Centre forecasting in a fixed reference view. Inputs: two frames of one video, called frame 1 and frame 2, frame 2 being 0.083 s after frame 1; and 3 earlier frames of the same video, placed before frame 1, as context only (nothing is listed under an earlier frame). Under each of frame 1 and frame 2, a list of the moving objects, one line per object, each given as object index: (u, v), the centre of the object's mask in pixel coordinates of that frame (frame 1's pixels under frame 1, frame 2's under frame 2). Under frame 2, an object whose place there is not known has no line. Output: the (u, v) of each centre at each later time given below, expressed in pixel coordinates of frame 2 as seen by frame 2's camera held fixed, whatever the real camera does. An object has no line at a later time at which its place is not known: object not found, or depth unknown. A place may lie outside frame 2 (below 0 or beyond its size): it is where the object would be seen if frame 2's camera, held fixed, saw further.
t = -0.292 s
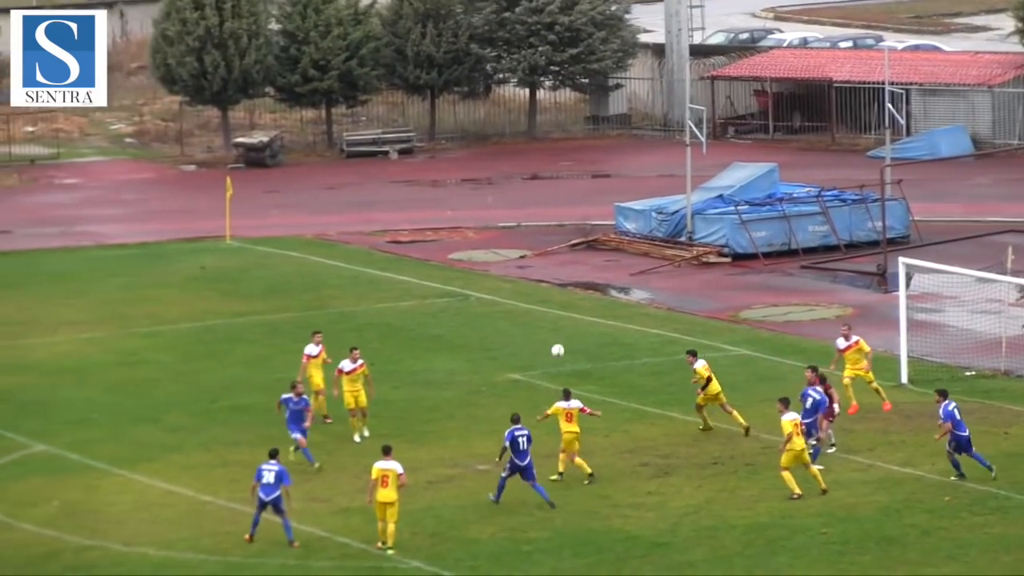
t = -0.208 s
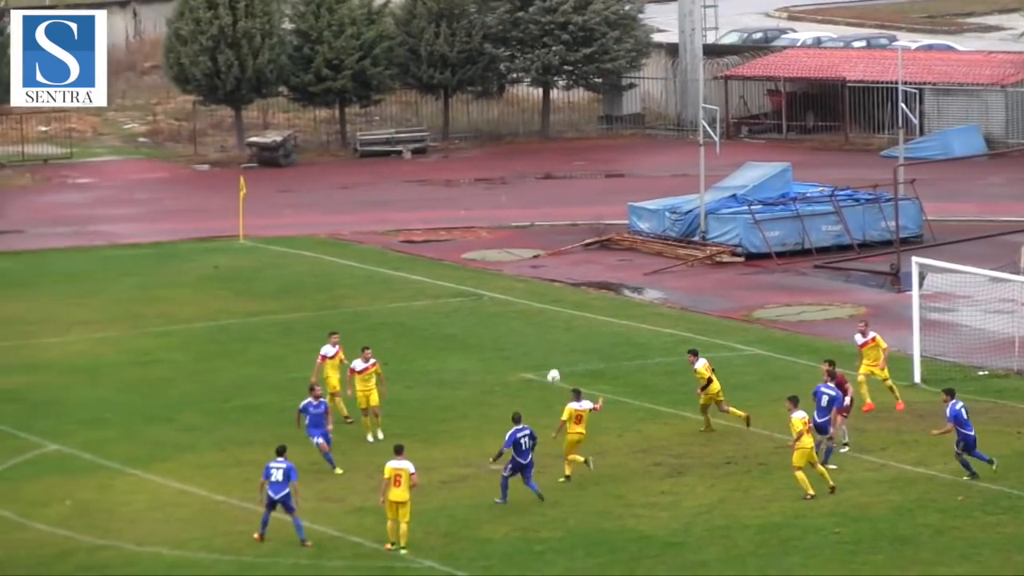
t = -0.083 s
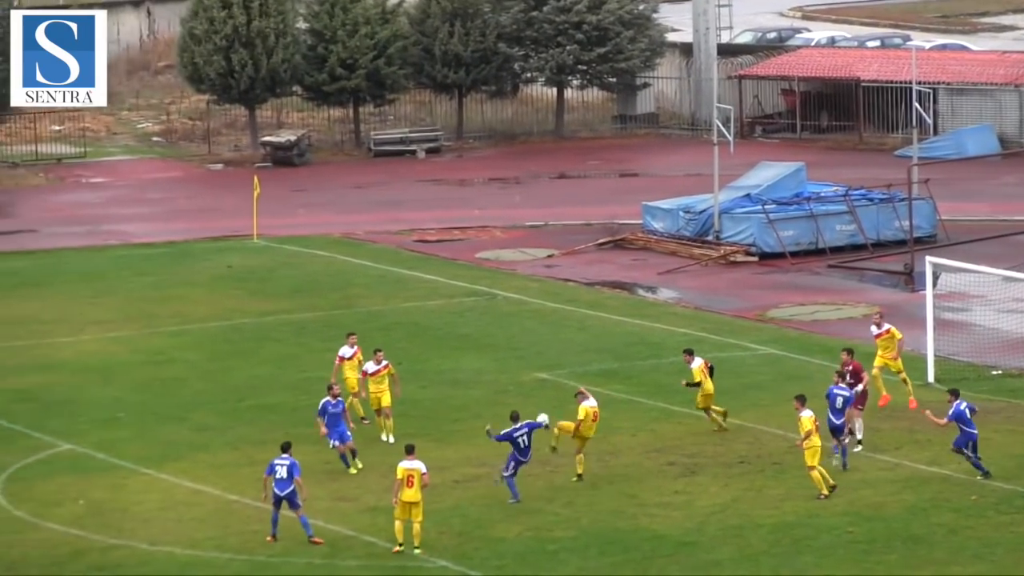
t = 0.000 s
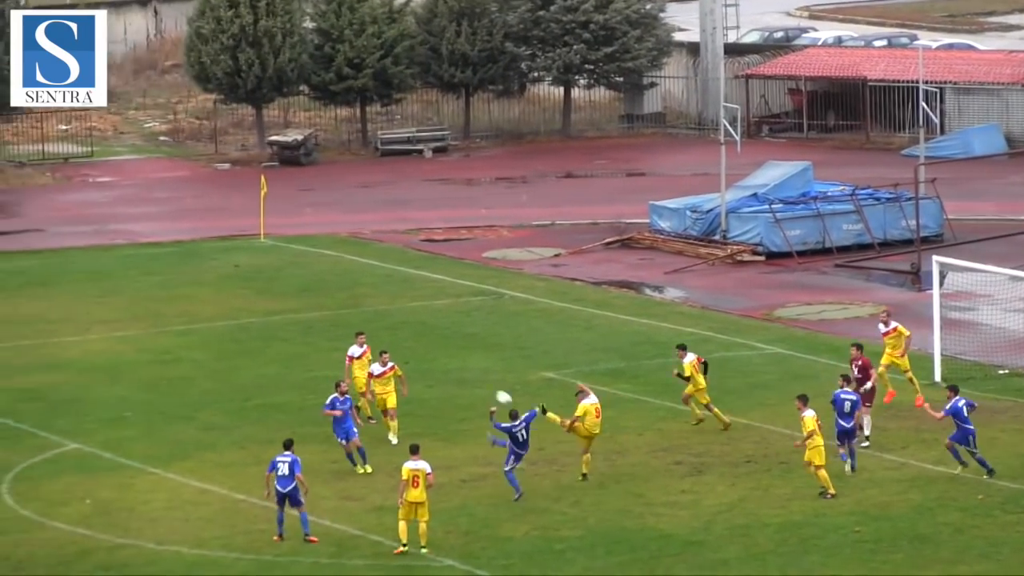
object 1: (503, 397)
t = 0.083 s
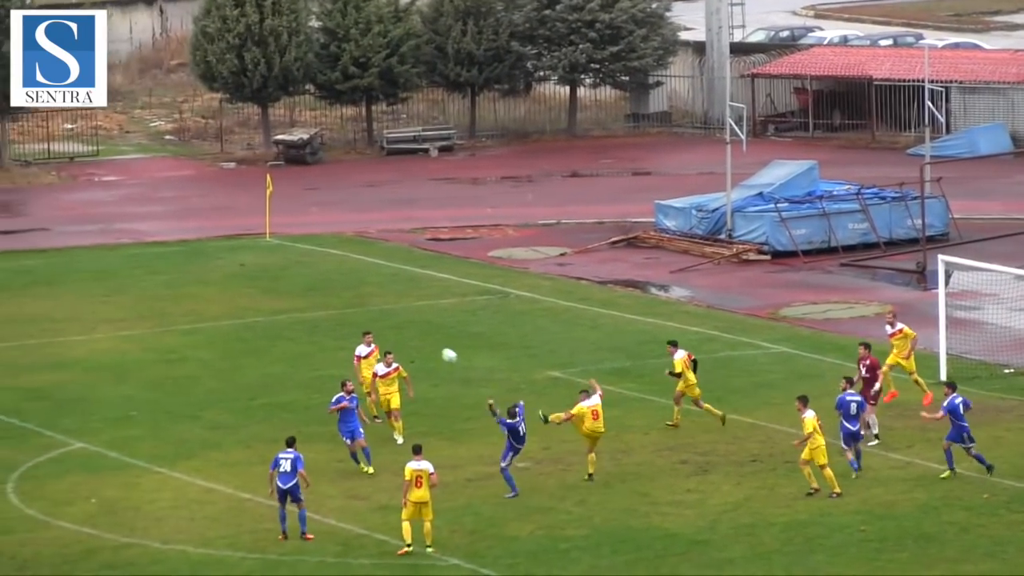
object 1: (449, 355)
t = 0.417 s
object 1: (213, 238)
